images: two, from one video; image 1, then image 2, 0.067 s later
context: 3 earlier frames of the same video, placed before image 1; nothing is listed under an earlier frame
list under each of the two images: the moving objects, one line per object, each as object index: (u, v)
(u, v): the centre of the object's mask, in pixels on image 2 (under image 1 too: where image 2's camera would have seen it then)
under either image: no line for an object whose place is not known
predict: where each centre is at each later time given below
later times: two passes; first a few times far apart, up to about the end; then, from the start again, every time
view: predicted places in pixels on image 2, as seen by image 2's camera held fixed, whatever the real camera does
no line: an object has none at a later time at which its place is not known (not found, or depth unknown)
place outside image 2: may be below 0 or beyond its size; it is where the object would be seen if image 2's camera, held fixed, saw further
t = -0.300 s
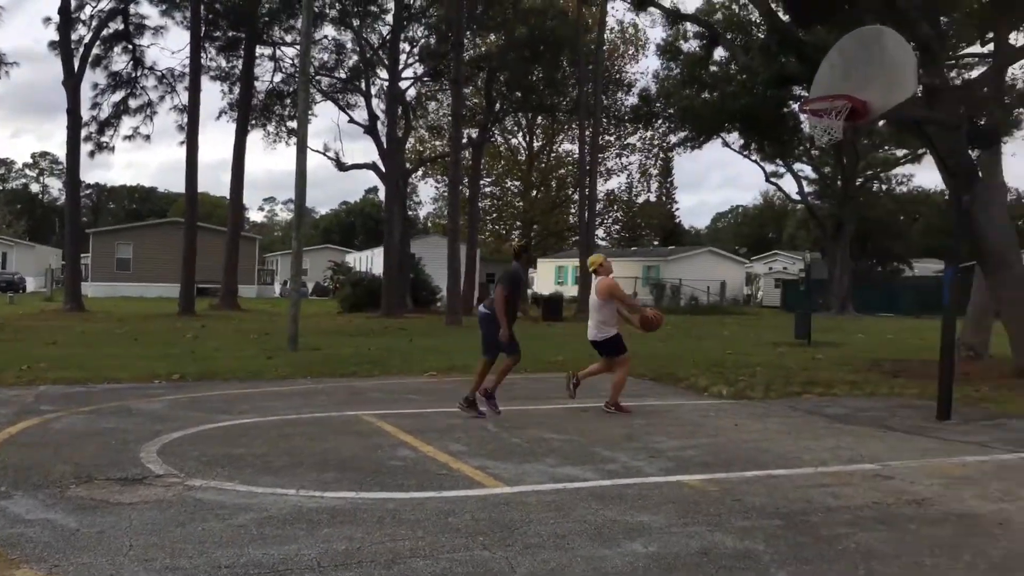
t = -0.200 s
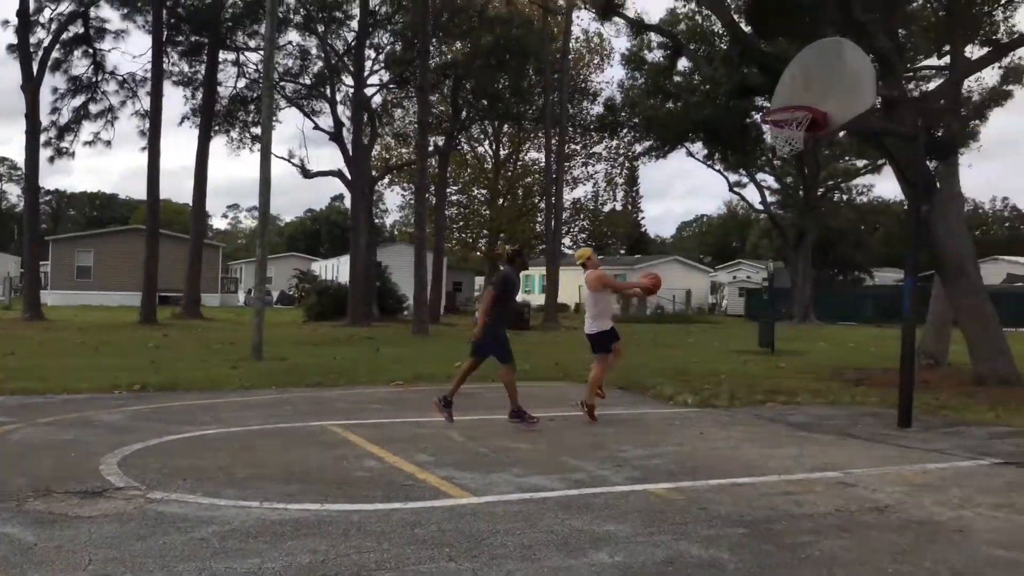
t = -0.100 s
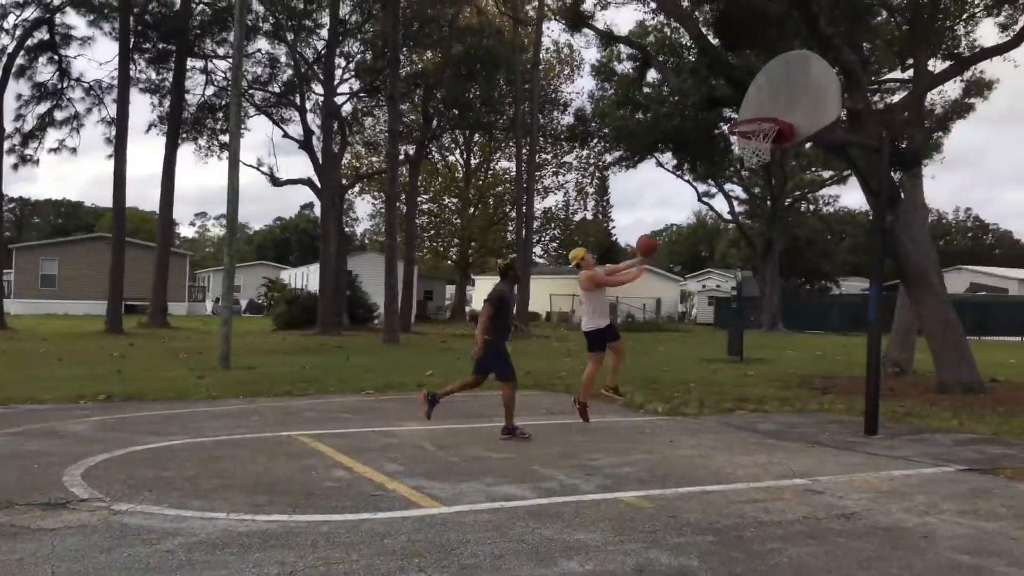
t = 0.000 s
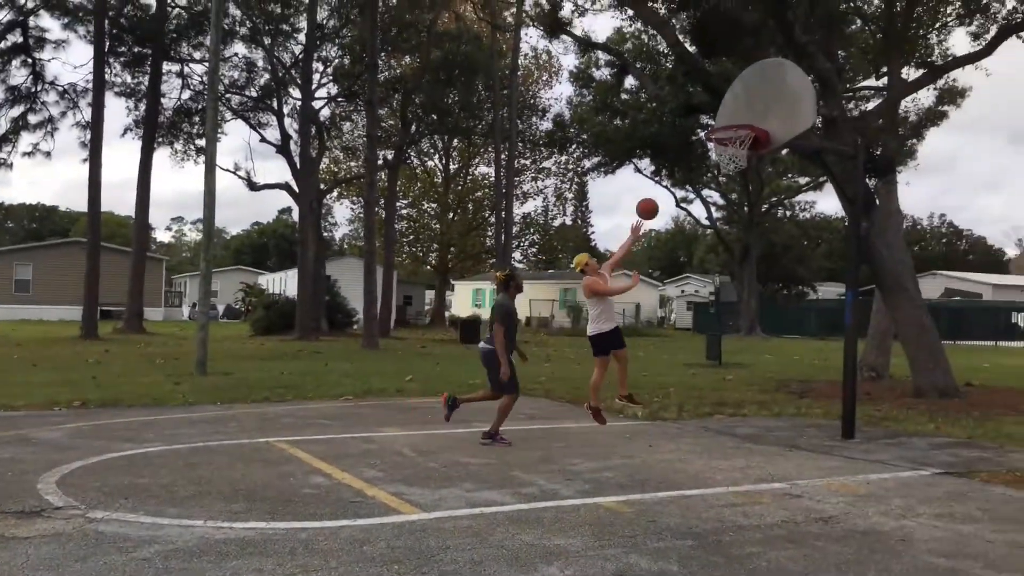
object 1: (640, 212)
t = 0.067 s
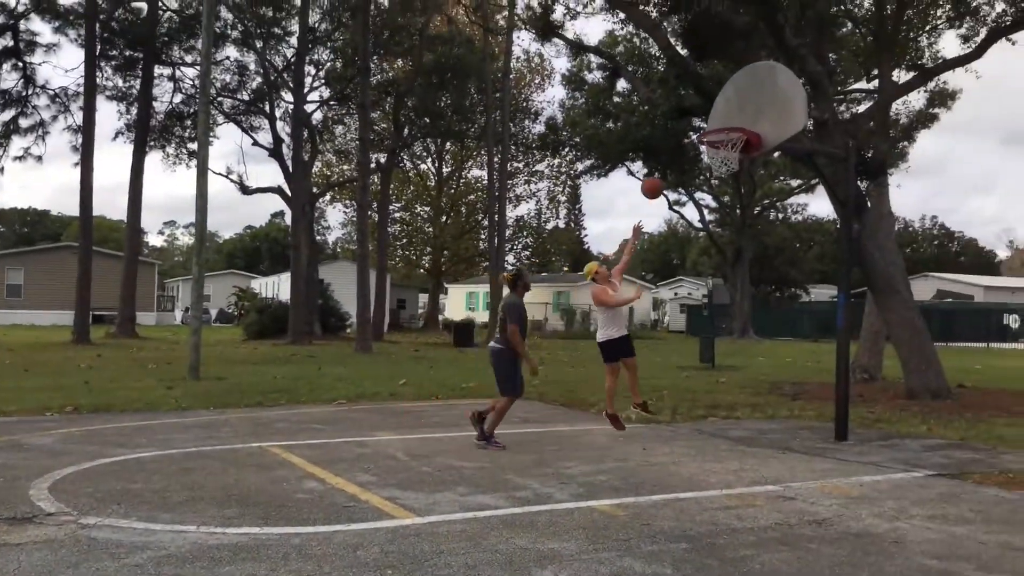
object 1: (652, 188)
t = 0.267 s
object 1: (688, 139)
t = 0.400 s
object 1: (714, 128)
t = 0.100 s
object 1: (658, 177)
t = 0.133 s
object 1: (665, 167)
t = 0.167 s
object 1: (670, 160)
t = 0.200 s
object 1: (677, 151)
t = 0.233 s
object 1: (683, 144)
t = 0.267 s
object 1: (688, 139)
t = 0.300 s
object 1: (693, 135)
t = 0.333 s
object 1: (700, 131)
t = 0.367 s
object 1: (707, 129)
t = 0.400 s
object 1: (714, 128)
